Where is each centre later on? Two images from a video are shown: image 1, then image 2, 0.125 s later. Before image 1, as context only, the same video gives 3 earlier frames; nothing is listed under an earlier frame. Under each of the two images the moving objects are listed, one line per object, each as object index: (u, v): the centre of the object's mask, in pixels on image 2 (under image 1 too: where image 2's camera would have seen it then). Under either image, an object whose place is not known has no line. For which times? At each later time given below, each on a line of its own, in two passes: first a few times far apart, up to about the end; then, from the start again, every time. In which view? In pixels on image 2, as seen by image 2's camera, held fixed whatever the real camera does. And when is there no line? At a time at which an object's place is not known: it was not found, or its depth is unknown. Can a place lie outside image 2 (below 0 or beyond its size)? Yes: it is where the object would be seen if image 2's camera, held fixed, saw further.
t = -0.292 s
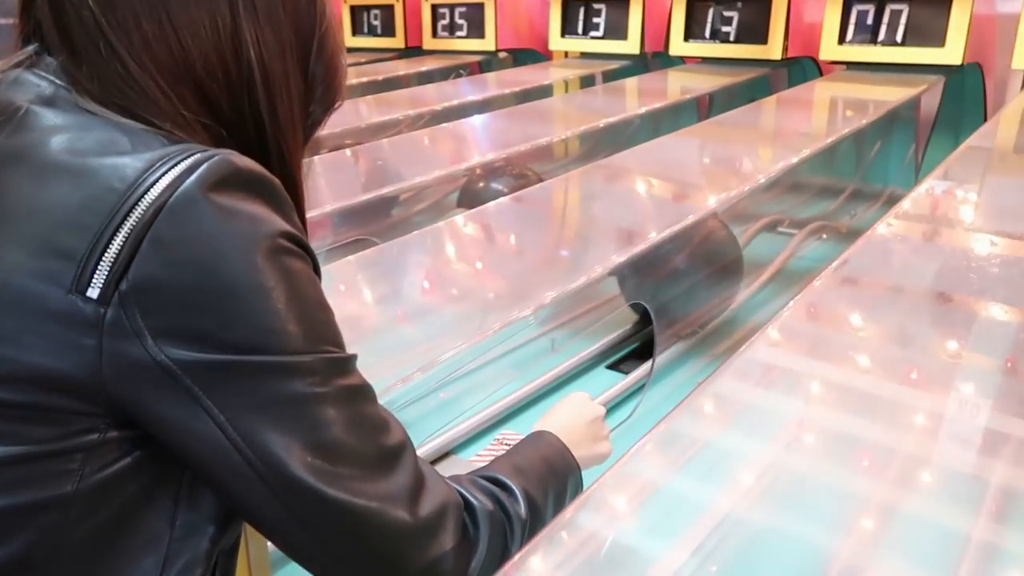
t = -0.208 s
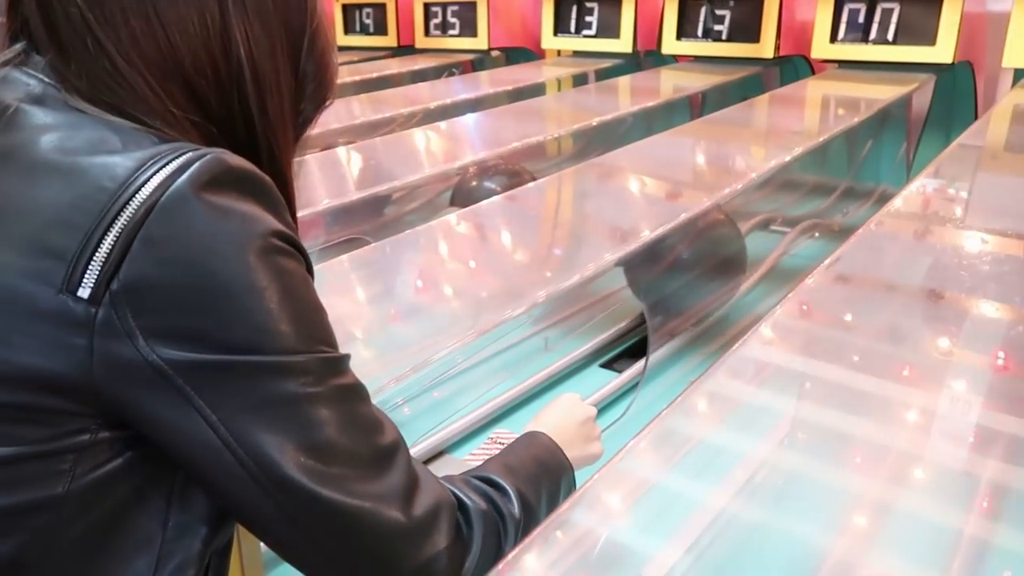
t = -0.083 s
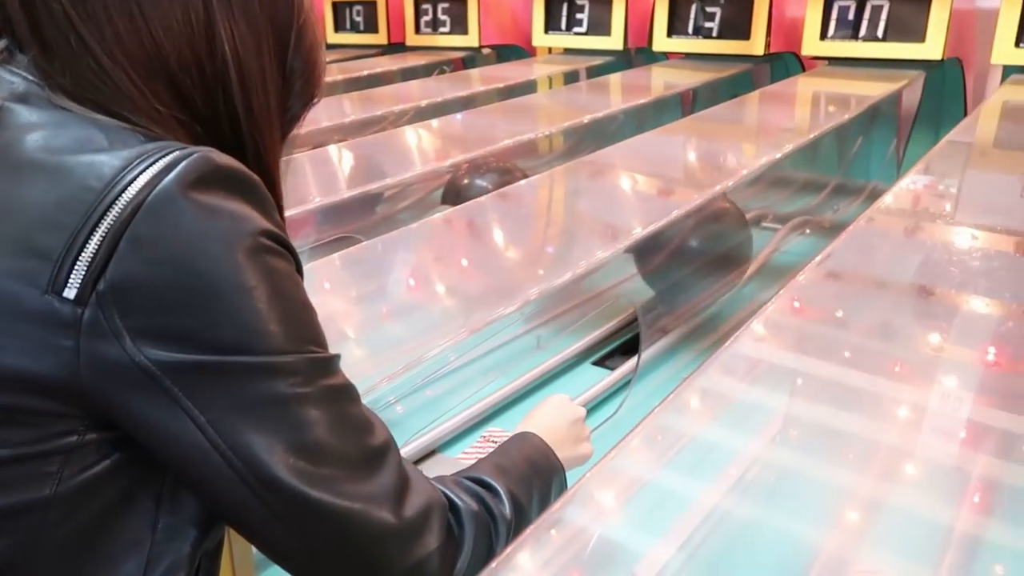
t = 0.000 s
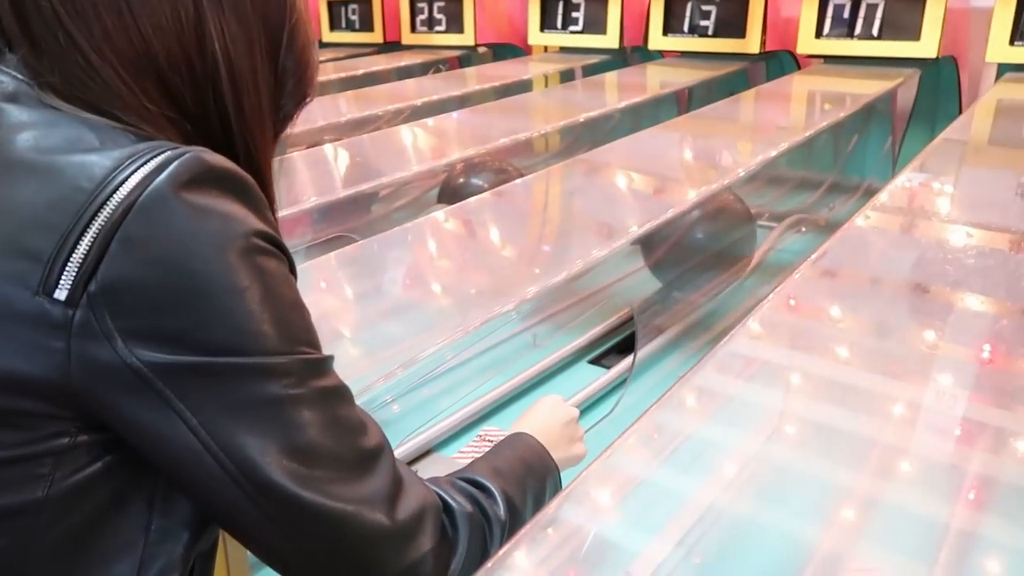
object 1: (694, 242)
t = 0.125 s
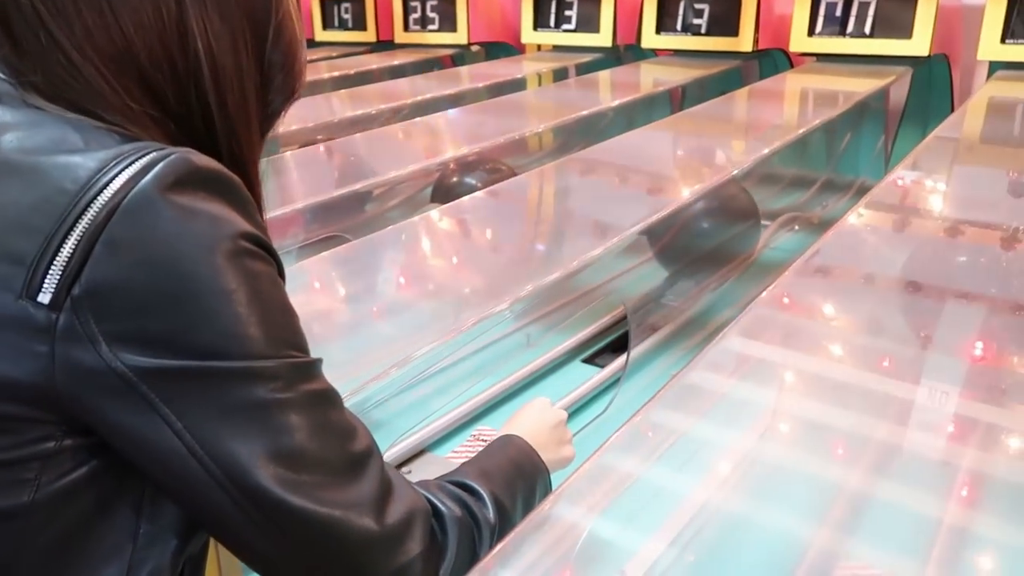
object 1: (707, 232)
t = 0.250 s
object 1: (718, 225)
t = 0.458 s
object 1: (726, 220)
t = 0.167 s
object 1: (711, 230)
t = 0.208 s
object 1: (714, 228)
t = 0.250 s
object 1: (718, 225)
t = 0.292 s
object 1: (721, 224)
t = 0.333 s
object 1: (722, 223)
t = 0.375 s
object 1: (724, 222)
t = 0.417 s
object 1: (725, 221)
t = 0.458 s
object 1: (726, 220)
